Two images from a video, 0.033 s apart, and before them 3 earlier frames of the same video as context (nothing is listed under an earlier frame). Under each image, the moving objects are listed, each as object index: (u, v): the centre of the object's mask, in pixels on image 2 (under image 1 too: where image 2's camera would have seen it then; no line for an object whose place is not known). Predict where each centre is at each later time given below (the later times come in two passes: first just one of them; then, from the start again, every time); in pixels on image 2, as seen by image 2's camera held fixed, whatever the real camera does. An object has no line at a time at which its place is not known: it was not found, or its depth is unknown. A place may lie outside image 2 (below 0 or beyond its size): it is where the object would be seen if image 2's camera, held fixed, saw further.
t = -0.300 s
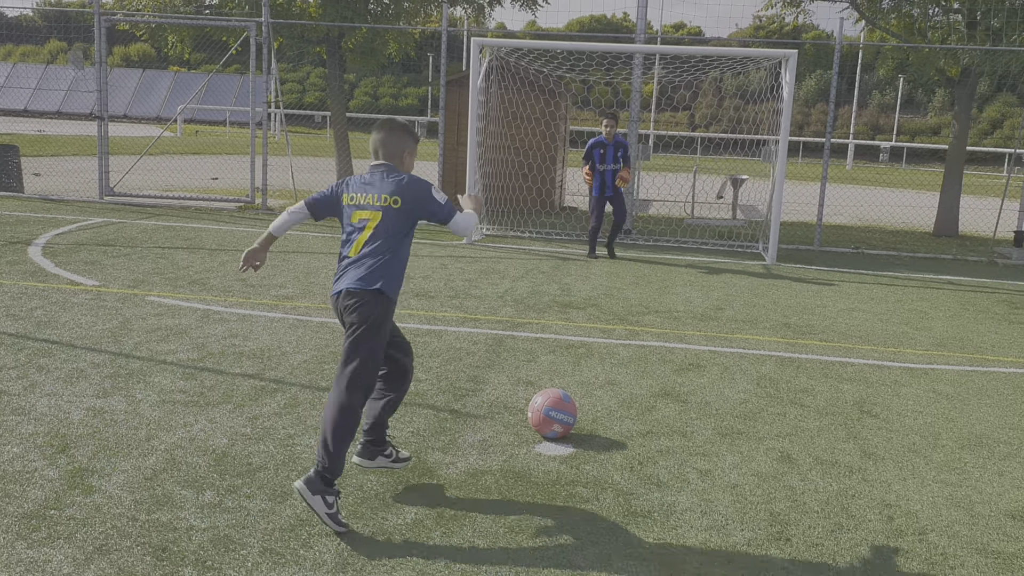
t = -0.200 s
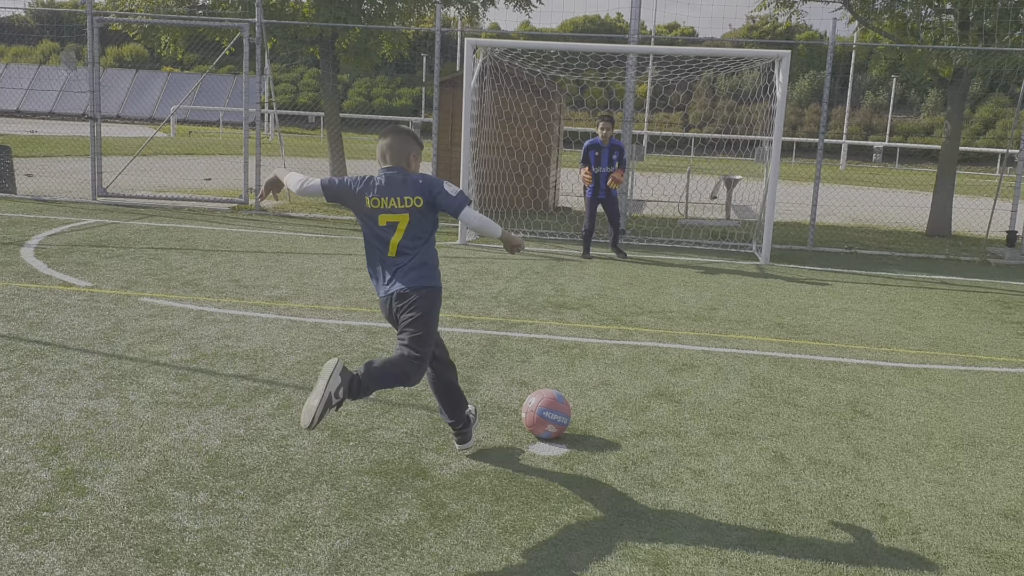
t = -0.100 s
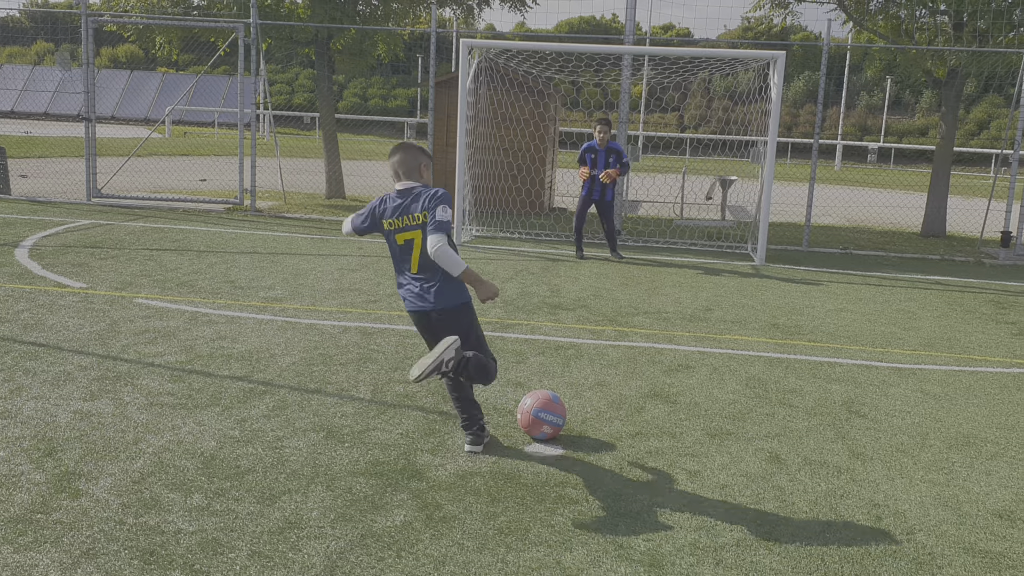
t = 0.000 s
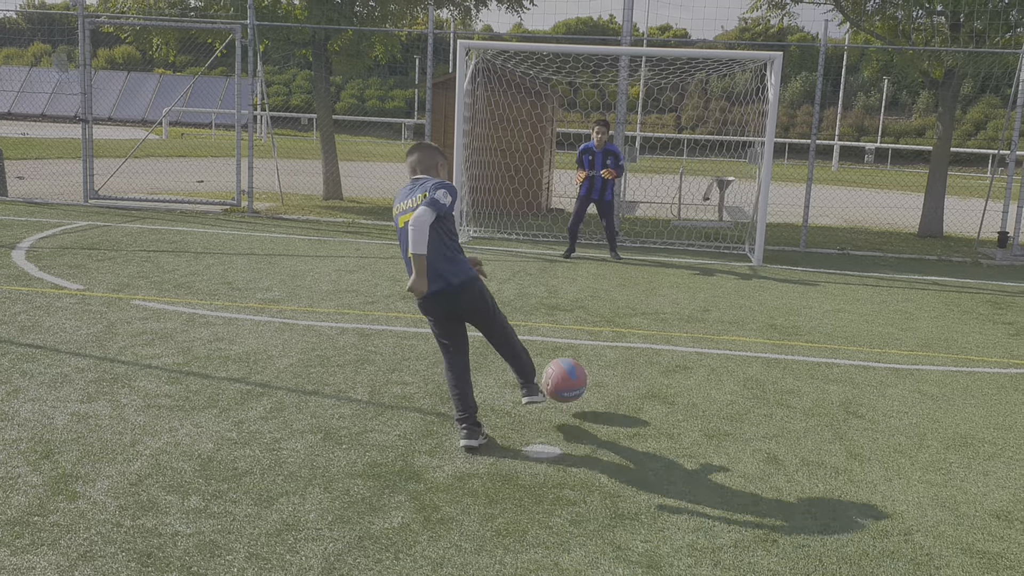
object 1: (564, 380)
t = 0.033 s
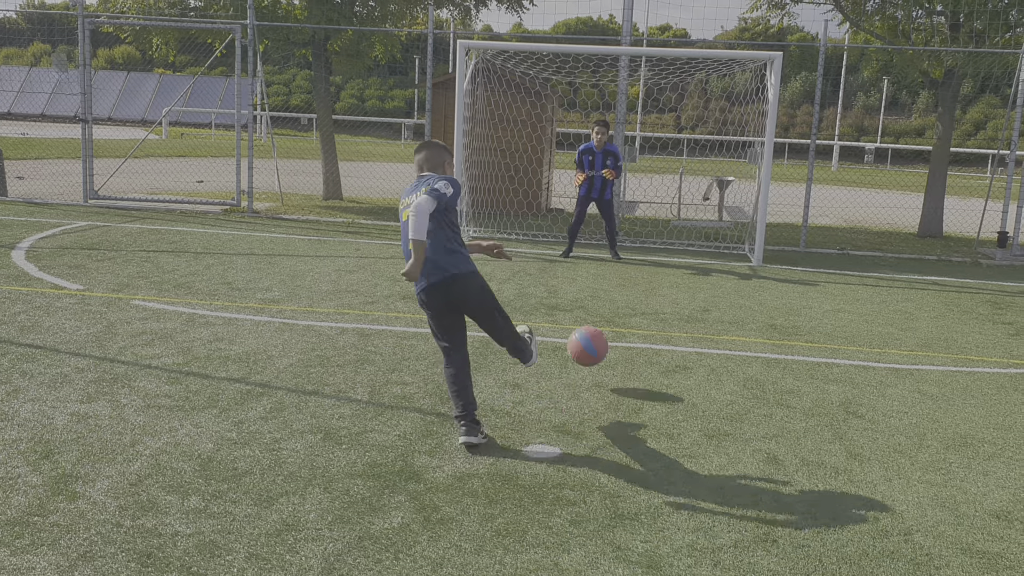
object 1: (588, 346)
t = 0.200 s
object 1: (658, 254)
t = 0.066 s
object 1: (607, 319)
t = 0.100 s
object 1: (623, 297)
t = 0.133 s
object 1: (636, 279)
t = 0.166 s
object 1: (648, 265)
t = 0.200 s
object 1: (658, 254)
